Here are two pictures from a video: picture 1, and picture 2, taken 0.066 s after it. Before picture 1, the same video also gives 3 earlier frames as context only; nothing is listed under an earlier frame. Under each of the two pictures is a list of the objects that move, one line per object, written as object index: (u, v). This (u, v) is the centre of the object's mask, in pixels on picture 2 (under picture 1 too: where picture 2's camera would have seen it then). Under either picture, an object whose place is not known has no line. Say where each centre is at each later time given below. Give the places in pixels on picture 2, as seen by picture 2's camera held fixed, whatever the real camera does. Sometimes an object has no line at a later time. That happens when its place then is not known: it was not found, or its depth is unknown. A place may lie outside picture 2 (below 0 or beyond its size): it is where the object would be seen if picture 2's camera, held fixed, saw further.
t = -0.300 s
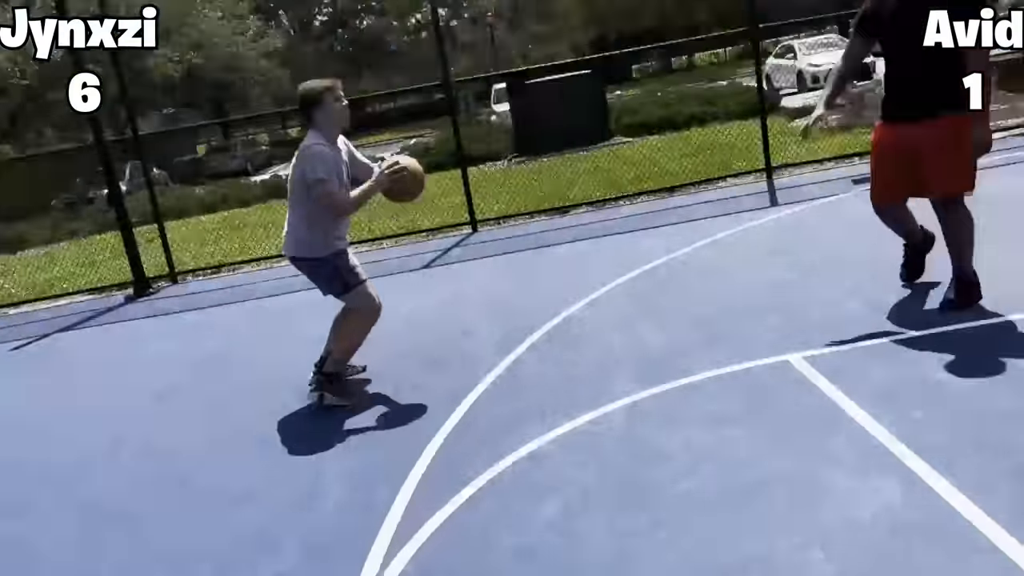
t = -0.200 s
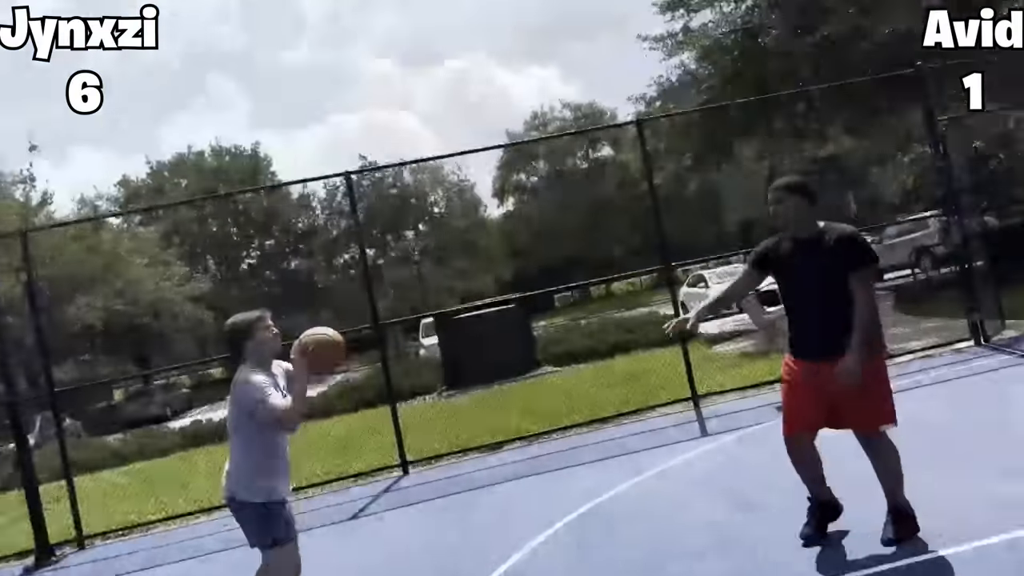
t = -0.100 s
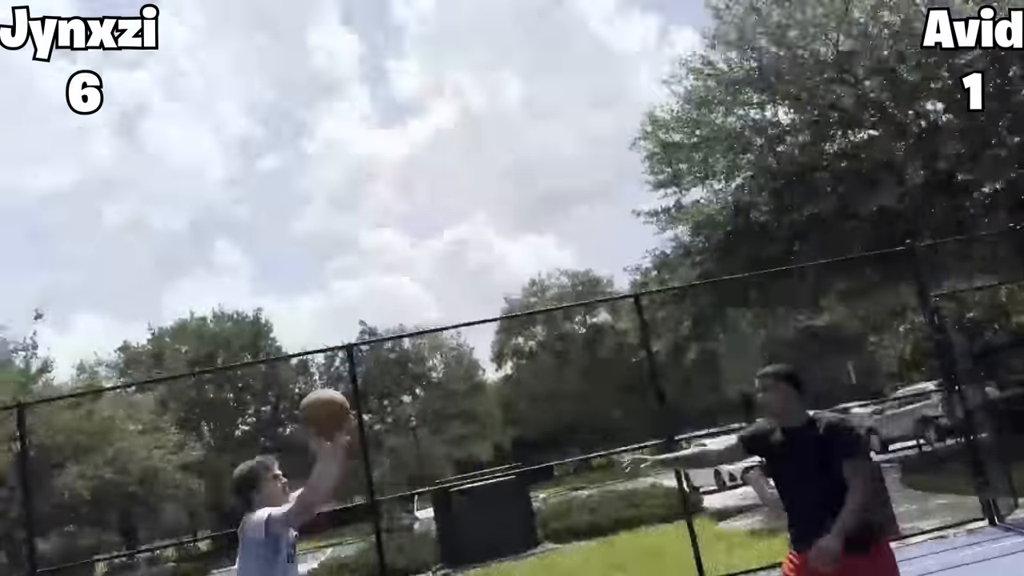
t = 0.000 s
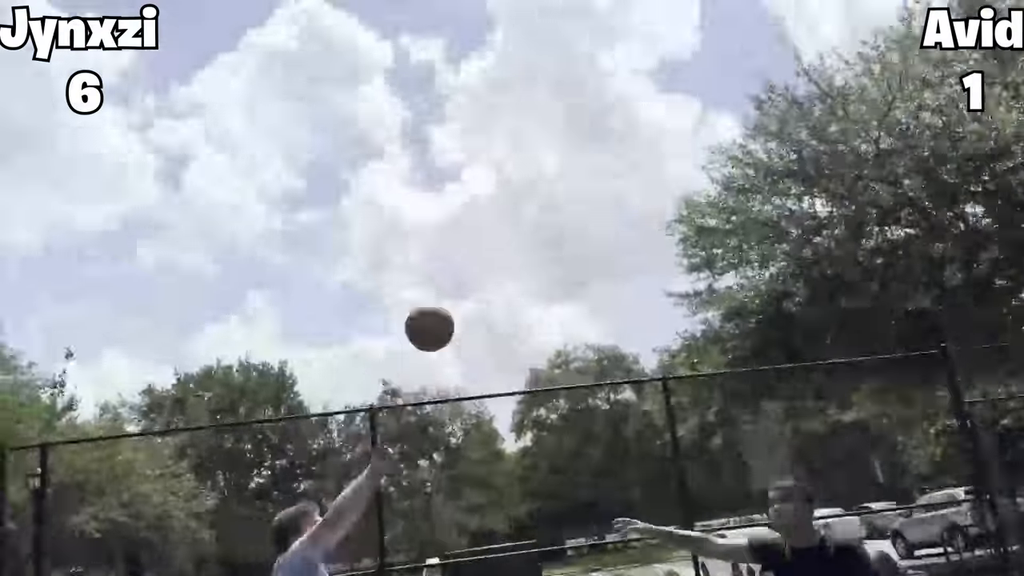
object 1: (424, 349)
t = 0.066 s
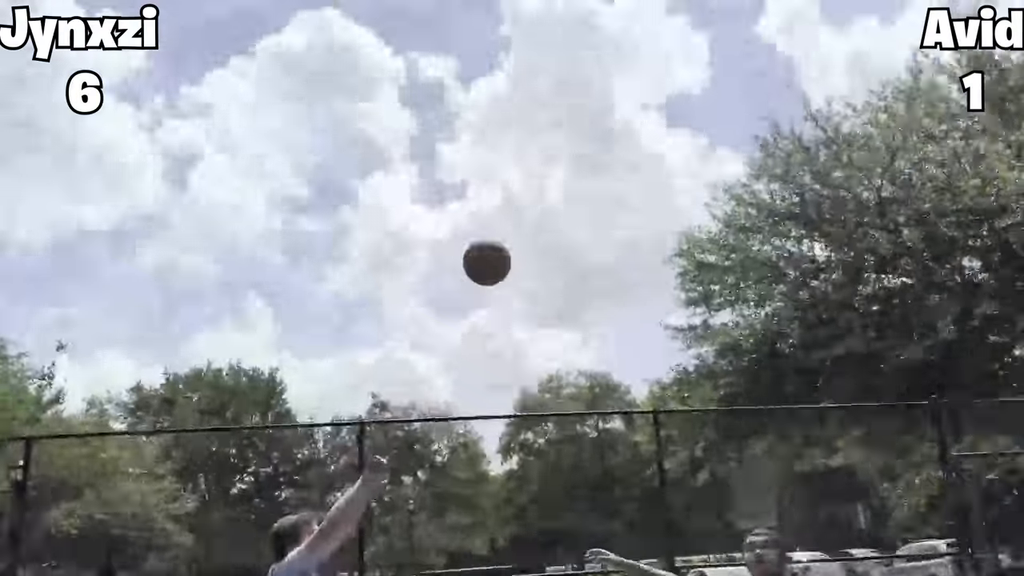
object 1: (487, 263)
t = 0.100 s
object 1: (517, 224)
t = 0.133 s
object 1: (547, 187)
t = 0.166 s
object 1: (578, 153)
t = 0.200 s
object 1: (608, 122)
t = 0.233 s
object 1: (639, 92)
